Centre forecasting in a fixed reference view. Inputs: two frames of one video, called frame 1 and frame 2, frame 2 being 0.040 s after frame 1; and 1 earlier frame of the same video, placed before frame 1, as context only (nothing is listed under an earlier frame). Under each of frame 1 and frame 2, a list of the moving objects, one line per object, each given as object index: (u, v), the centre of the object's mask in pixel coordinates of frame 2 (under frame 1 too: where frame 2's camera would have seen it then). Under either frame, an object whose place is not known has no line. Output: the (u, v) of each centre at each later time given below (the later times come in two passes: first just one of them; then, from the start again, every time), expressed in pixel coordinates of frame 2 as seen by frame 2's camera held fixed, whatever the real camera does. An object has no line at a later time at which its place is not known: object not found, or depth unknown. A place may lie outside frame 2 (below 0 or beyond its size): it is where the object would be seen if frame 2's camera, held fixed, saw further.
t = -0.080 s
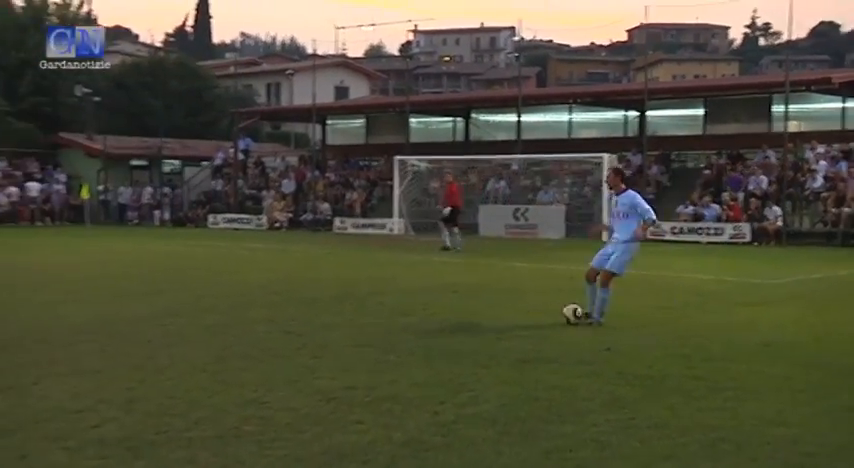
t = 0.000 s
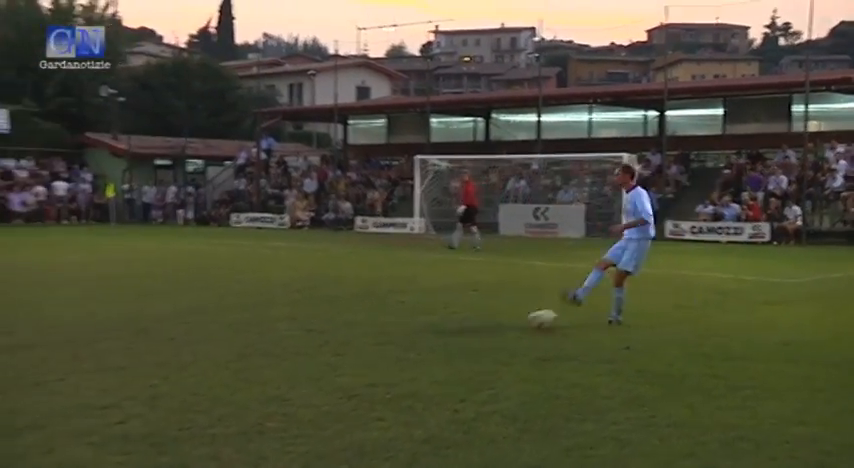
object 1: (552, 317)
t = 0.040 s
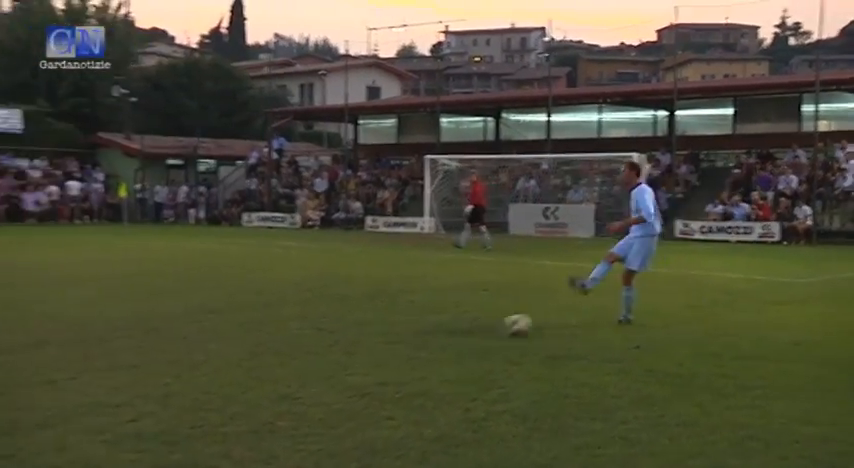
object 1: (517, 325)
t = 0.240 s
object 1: (303, 361)
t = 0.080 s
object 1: (479, 331)
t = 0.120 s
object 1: (438, 339)
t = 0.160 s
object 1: (395, 347)
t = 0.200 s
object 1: (349, 355)
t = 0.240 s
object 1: (303, 361)
